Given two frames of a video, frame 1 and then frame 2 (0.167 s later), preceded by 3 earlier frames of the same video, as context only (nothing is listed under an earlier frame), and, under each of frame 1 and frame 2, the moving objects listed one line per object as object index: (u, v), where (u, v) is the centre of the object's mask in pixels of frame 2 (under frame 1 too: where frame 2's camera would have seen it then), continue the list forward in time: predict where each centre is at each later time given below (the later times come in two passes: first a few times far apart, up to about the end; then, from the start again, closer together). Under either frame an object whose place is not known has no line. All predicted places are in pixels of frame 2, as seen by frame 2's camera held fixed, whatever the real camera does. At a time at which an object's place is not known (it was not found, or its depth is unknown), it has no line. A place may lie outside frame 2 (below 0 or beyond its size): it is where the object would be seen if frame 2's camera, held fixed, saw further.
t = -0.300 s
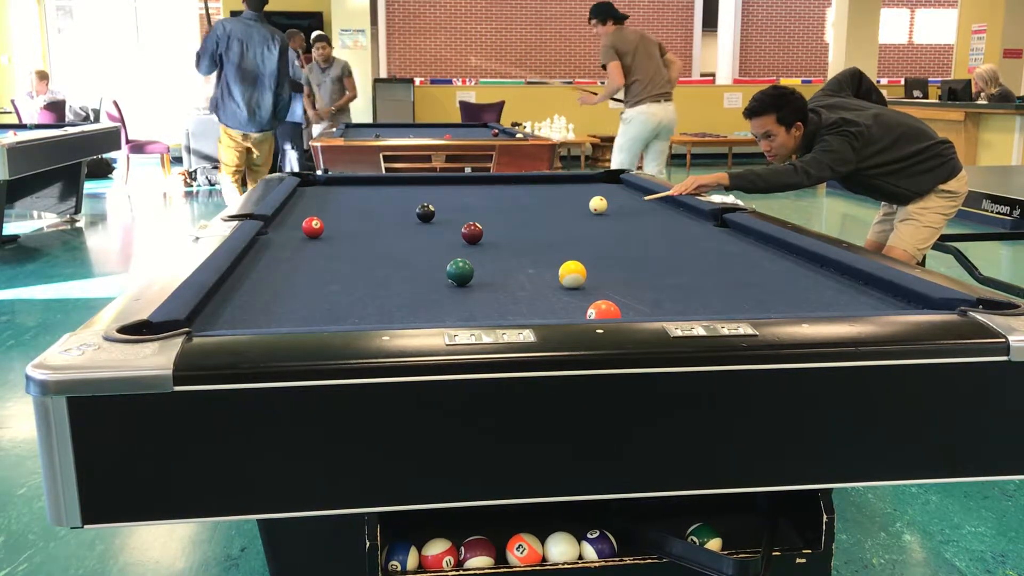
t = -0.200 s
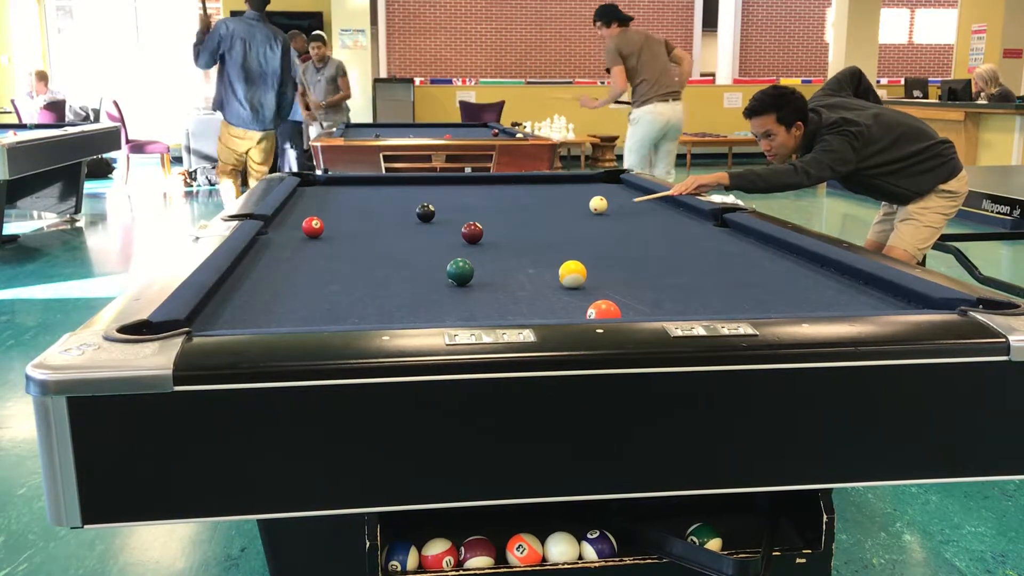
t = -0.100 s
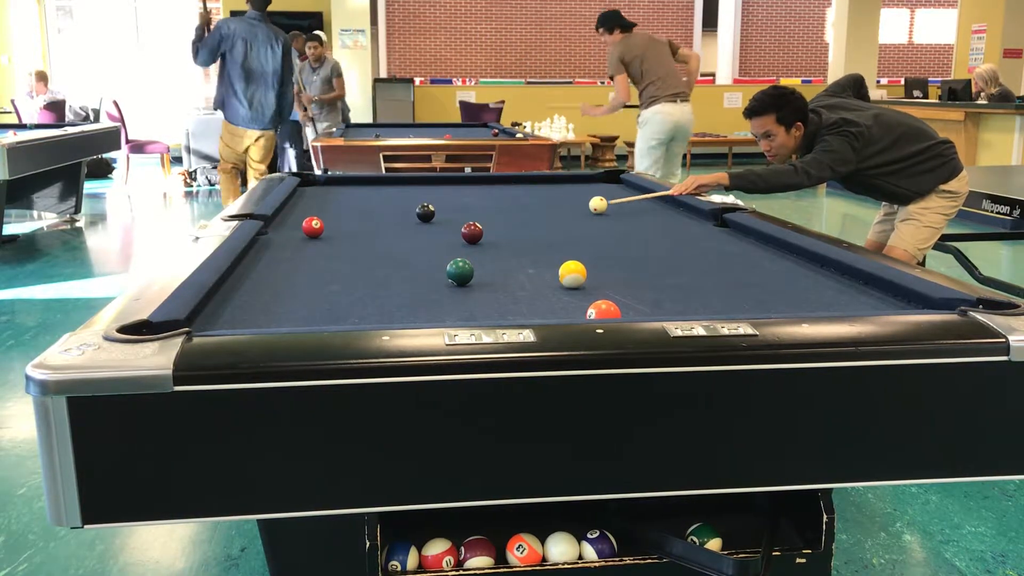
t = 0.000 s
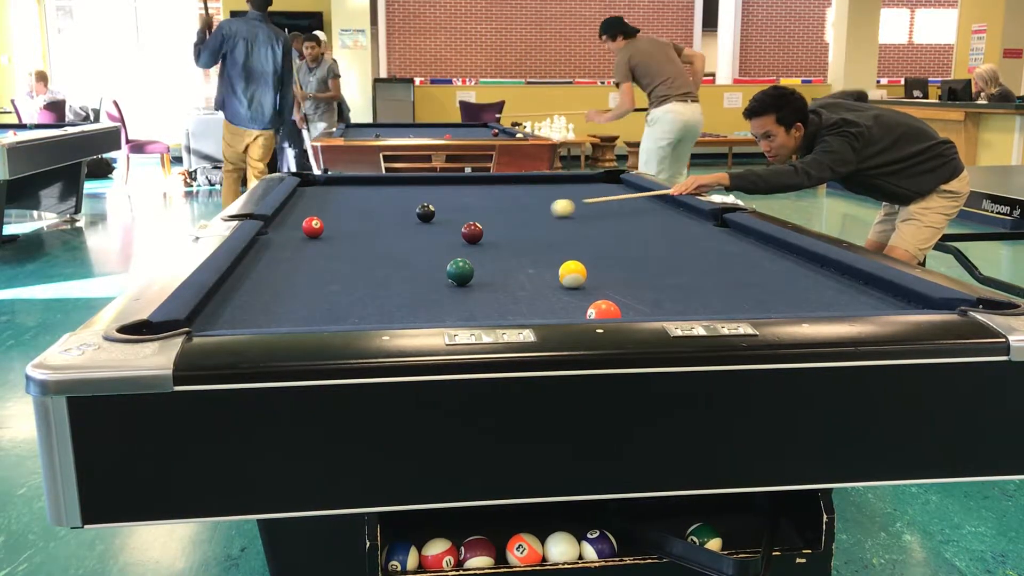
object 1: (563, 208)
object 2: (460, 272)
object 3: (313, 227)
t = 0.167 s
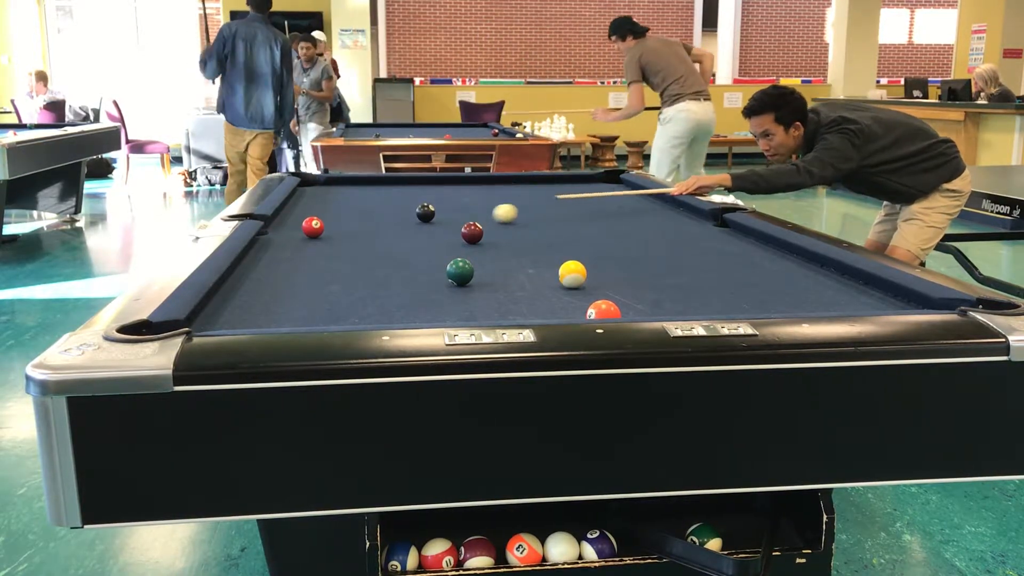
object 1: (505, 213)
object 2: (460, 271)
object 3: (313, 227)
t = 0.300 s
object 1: (457, 217)
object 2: (460, 271)
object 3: (313, 227)
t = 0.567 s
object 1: (352, 226)
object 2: (460, 272)
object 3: (313, 227)
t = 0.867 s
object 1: (273, 239)
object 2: (460, 272)
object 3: (291, 225)
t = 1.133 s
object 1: (310, 247)
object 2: (460, 272)
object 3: (271, 223)
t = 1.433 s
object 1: (354, 255)
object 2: (460, 271)
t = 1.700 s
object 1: (394, 263)
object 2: (460, 272)
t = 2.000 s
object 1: (433, 271)
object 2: (466, 272)
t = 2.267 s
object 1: (437, 276)
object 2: (496, 274)
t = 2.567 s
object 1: (438, 281)
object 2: (527, 277)
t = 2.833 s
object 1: (438, 285)
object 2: (552, 279)
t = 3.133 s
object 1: (437, 289)
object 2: (575, 281)
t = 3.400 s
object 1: (437, 291)
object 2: (593, 282)
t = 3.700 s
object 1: (436, 293)
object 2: (607, 283)
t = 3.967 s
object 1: (434, 293)
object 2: (617, 283)
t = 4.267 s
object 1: (434, 293)
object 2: (622, 284)
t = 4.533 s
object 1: (434, 293)
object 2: (624, 284)
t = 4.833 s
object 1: (434, 293)
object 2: (624, 284)
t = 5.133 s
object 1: (434, 293)
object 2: (624, 284)
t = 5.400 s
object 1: (434, 293)
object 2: (624, 284)
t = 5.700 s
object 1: (434, 293)
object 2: (624, 284)
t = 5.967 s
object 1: (434, 293)
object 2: (624, 284)
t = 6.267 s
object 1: (433, 293)
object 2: (624, 284)
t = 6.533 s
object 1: (434, 293)
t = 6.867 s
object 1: (435, 295)
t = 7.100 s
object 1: (434, 293)
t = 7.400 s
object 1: (434, 293)
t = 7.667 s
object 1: (434, 293)
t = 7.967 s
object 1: (434, 293)
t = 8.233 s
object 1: (434, 293)
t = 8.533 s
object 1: (434, 293)
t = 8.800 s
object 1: (434, 293)
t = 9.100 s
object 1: (434, 293)
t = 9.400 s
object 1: (434, 293)
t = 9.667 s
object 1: (434, 293)
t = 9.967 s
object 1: (434, 293)
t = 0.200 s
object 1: (493, 214)
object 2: (460, 271)
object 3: (313, 227)
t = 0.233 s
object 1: (482, 215)
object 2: (460, 272)
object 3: (313, 227)
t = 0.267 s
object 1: (469, 215)
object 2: (460, 271)
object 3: (313, 227)
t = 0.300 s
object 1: (457, 217)
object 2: (460, 271)
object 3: (313, 227)
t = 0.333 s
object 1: (444, 219)
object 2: (460, 271)
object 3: (313, 227)
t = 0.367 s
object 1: (432, 220)
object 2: (460, 271)
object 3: (313, 227)
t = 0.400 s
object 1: (418, 221)
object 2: (460, 271)
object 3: (313, 227)
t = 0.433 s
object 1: (405, 222)
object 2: (460, 271)
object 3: (313, 227)
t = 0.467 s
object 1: (393, 223)
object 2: (460, 272)
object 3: (313, 227)
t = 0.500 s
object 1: (379, 224)
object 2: (460, 271)
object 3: (313, 227)
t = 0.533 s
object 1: (365, 225)
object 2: (460, 271)
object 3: (313, 227)
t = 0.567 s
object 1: (352, 226)
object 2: (460, 272)
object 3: (313, 227)
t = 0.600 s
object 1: (338, 227)
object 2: (460, 272)
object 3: (313, 227)
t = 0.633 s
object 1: (326, 230)
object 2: (460, 271)
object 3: (308, 226)
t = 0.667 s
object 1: (315, 231)
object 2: (460, 271)
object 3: (304, 222)
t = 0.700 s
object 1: (304, 233)
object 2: (460, 272)
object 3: (305, 220)
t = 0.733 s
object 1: (292, 234)
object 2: (460, 272)
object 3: (304, 223)
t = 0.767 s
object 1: (280, 236)
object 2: (460, 272)
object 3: (300, 225)
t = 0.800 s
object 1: (270, 237)
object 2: (460, 271)
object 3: (296, 225)
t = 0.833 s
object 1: (268, 239)
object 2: (460, 272)
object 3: (293, 225)
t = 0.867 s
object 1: (273, 239)
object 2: (460, 272)
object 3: (291, 225)
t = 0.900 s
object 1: (277, 241)
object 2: (460, 272)
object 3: (288, 224)
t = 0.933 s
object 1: (282, 242)
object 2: (460, 272)
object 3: (285, 223)
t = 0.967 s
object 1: (287, 242)
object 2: (460, 271)
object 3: (283, 223)
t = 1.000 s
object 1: (292, 244)
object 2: (460, 272)
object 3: (280, 223)
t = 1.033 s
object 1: (296, 244)
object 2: (460, 272)
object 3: (277, 223)
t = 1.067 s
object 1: (301, 245)
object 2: (460, 271)
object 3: (275, 223)
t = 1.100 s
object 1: (306, 246)
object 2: (460, 271)
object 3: (273, 223)
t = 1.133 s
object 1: (310, 247)
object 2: (460, 272)
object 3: (271, 223)
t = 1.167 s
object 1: (315, 248)
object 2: (460, 272)
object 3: (269, 222)
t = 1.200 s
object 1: (320, 249)
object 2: (460, 272)
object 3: (267, 222)
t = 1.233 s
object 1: (325, 250)
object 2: (460, 272)
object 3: (265, 222)
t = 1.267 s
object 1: (330, 251)
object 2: (460, 272)
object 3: (264, 224)
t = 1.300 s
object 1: (334, 252)
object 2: (460, 272)
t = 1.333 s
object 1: (339, 253)
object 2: (460, 272)
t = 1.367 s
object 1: (344, 253)
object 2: (460, 272)
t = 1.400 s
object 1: (349, 254)
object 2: (460, 272)
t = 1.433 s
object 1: (354, 255)
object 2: (460, 271)
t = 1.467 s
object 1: (359, 256)
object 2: (460, 271)
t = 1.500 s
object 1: (364, 257)
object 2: (460, 272)
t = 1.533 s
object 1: (369, 258)
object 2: (460, 271)
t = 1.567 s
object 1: (374, 259)
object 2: (460, 272)
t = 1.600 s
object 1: (379, 260)
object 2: (460, 272)
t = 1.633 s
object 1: (384, 261)
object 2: (460, 272)
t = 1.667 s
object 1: (389, 262)
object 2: (460, 272)
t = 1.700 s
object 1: (394, 263)
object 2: (460, 272)
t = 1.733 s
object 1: (399, 264)
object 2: (460, 272)
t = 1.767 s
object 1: (404, 265)
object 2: (460, 272)
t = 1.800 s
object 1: (409, 266)
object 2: (460, 272)
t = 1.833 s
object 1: (415, 267)
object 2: (460, 272)
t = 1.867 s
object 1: (420, 268)
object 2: (460, 272)
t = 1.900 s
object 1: (425, 269)
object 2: (460, 272)
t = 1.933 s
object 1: (429, 269)
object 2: (460, 272)
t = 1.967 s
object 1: (433, 271)
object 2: (462, 271)
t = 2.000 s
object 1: (433, 271)
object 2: (466, 272)
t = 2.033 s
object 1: (433, 272)
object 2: (470, 272)
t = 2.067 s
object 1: (434, 272)
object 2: (474, 273)
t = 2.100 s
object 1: (435, 273)
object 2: (477, 273)
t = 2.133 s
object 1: (435, 274)
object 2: (481, 273)
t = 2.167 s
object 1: (435, 274)
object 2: (485, 274)
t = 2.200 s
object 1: (436, 275)
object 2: (489, 274)
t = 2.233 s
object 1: (436, 276)
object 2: (492, 274)
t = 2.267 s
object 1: (437, 276)
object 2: (496, 274)
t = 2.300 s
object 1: (437, 277)
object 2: (500, 275)
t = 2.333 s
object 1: (437, 277)
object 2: (503, 275)
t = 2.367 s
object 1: (437, 278)
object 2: (507, 275)
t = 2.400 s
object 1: (438, 279)
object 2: (510, 276)
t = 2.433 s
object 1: (438, 279)
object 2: (514, 276)
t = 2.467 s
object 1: (438, 279)
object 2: (518, 276)
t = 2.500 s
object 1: (438, 280)
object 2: (521, 276)
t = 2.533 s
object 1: (438, 281)
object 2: (524, 276)
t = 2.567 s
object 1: (438, 281)
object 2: (527, 277)
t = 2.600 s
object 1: (438, 282)
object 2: (531, 277)
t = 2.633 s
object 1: (438, 282)
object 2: (534, 277)
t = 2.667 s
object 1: (438, 283)
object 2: (537, 277)
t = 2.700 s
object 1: (438, 283)
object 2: (540, 278)
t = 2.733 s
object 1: (438, 284)
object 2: (543, 278)
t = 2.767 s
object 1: (438, 284)
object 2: (546, 278)
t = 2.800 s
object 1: (438, 285)
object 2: (548, 279)
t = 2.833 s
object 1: (438, 285)
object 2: (552, 279)
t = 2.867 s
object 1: (438, 285)
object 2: (554, 279)
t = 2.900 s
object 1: (438, 286)
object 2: (557, 280)
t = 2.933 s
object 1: (438, 286)
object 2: (560, 280)
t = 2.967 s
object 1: (438, 287)
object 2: (562, 280)
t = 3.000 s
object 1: (438, 287)
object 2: (565, 280)
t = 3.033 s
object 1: (438, 288)
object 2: (568, 280)
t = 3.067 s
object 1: (438, 288)
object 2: (570, 280)
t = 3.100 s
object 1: (438, 288)
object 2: (573, 281)
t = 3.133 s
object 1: (437, 289)
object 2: (575, 281)
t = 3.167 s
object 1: (437, 289)
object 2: (577, 281)
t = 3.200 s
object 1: (437, 289)
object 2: (580, 281)
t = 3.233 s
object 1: (437, 290)
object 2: (582, 282)
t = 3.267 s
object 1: (437, 290)
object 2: (585, 282)
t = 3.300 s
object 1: (437, 290)
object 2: (587, 282)
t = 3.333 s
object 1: (437, 291)
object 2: (589, 282)
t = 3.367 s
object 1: (437, 291)
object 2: (591, 282)
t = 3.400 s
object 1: (437, 291)
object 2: (593, 282)
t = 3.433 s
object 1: (437, 291)
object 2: (594, 282)
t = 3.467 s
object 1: (436, 292)
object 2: (596, 282)
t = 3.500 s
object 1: (436, 292)
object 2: (598, 282)
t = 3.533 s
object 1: (436, 292)
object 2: (600, 282)
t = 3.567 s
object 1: (436, 292)
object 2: (601, 282)
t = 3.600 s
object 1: (437, 292)
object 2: (603, 282)
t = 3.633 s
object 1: (436, 293)
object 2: (604, 282)
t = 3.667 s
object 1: (436, 293)
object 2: (606, 282)
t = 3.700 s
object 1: (436, 293)
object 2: (607, 283)
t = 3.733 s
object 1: (436, 293)
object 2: (609, 283)
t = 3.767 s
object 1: (436, 293)
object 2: (610, 283)
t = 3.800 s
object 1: (435, 293)
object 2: (612, 283)
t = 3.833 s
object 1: (435, 293)
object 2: (613, 283)
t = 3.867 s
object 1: (435, 293)
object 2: (614, 283)
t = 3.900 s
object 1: (434, 293)
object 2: (615, 283)
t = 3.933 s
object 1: (434, 293)
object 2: (616, 283)
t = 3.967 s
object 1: (434, 293)
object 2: (617, 283)
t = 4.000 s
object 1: (434, 293)
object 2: (618, 283)
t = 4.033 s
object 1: (433, 293)
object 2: (619, 283)
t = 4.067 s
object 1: (433, 293)
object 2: (619, 283)
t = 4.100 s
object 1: (433, 293)
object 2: (620, 284)
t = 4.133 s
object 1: (433, 293)
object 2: (621, 283)
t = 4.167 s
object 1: (433, 293)
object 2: (621, 284)
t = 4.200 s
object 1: (434, 293)
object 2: (622, 283)
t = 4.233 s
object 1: (434, 293)
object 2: (622, 284)
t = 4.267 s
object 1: (434, 293)
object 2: (622, 284)
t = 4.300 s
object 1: (434, 293)
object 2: (623, 284)
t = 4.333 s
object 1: (434, 293)
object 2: (623, 284)
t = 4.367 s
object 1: (434, 293)
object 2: (624, 284)
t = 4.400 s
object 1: (434, 293)
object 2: (624, 284)
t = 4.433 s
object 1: (434, 293)
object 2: (624, 284)
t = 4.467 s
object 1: (434, 293)
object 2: (624, 284)
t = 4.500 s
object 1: (434, 293)
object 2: (624, 284)
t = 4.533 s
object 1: (434, 293)
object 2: (624, 284)
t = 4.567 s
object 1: (434, 293)
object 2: (624, 284)
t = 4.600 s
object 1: (434, 293)
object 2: (624, 284)
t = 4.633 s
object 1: (434, 293)
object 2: (624, 284)
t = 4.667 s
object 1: (434, 293)
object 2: (624, 284)
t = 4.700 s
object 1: (434, 293)
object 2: (624, 284)
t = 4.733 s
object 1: (434, 293)
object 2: (624, 284)
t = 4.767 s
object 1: (434, 293)
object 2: (624, 284)
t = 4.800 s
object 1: (434, 293)
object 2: (624, 284)
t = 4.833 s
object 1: (434, 293)
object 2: (624, 284)
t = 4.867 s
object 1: (434, 293)
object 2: (624, 284)
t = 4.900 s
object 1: (434, 293)
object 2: (624, 284)
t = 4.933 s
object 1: (434, 293)
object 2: (624, 284)
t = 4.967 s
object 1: (434, 293)
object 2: (624, 284)
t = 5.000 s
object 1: (434, 293)
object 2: (624, 284)
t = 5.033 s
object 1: (434, 293)
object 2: (624, 284)
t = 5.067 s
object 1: (434, 293)
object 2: (624, 284)
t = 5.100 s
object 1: (434, 293)
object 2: (624, 284)
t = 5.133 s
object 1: (434, 293)
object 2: (624, 284)
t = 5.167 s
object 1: (434, 293)
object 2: (624, 284)
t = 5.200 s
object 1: (434, 293)
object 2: (624, 284)
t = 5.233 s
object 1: (434, 293)
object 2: (624, 284)
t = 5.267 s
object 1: (434, 293)
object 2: (624, 284)
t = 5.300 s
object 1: (434, 293)
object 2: (624, 284)
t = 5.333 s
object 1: (434, 293)
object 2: (624, 284)
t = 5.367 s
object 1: (434, 293)
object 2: (624, 284)
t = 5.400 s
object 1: (434, 293)
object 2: (624, 284)
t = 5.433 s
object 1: (434, 293)
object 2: (624, 284)
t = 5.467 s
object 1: (434, 293)
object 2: (624, 284)
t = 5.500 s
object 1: (434, 293)
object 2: (624, 284)
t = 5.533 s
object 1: (434, 293)
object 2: (624, 284)
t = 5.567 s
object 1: (434, 293)
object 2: (624, 284)
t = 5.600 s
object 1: (434, 293)
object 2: (624, 284)
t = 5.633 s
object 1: (434, 293)
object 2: (624, 284)
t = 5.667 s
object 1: (434, 293)
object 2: (624, 284)
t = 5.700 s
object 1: (434, 293)
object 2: (624, 284)
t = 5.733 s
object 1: (434, 293)
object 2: (624, 284)
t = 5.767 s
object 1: (434, 293)
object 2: (624, 284)
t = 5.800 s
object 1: (434, 293)
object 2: (624, 284)
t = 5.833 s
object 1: (434, 293)
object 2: (624, 284)
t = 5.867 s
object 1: (434, 293)
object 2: (624, 284)
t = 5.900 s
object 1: (434, 293)
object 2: (624, 284)
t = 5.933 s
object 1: (434, 293)
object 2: (624, 284)
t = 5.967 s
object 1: (434, 293)
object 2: (624, 284)
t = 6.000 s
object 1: (434, 293)
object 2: (624, 284)
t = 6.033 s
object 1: (434, 293)
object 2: (624, 284)
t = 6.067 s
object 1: (434, 293)
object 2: (624, 284)
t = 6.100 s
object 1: (434, 293)
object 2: (624, 284)
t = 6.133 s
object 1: (434, 293)
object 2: (624, 284)
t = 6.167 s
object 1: (434, 293)
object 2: (624, 284)
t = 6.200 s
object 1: (434, 293)
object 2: (624, 284)
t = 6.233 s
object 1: (433, 293)
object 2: (624, 284)
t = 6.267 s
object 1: (433, 293)
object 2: (624, 284)
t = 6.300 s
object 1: (433, 293)
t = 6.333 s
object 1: (433, 293)
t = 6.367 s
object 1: (433, 293)
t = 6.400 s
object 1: (433, 293)
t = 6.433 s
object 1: (433, 293)
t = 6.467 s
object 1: (434, 293)
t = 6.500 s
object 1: (434, 293)
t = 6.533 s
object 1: (434, 293)
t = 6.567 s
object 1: (433, 293)
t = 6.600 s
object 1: (433, 293)
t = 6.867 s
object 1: (435, 295)
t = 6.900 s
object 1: (434, 293)
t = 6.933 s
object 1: (434, 293)
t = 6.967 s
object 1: (434, 293)
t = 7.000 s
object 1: (434, 293)
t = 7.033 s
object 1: (434, 293)
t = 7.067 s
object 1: (434, 293)
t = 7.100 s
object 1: (434, 293)
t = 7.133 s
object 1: (434, 293)
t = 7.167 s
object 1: (434, 293)
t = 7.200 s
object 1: (434, 293)
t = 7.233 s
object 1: (434, 293)
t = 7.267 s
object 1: (434, 293)
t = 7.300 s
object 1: (434, 293)
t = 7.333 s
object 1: (434, 293)
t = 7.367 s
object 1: (434, 293)
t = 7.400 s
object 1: (434, 293)
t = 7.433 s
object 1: (434, 293)
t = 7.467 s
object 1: (434, 293)
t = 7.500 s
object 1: (434, 293)
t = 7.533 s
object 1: (434, 293)
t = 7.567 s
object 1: (434, 293)
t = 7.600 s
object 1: (434, 293)
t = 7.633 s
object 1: (434, 293)
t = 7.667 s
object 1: (434, 293)
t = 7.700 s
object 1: (434, 293)
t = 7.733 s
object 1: (434, 293)
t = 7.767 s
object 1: (434, 293)
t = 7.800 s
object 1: (434, 293)
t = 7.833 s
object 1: (434, 293)
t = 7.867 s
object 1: (434, 293)
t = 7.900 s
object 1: (434, 293)
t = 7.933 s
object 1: (434, 293)
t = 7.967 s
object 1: (434, 293)
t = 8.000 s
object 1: (434, 293)
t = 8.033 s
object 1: (434, 293)
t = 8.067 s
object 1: (434, 293)
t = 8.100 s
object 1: (434, 293)
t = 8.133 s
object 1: (434, 293)
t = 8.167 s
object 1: (434, 293)
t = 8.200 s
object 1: (434, 293)
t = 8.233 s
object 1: (434, 293)
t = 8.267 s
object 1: (434, 293)
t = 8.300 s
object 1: (434, 293)
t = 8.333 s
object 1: (434, 293)
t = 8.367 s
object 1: (434, 293)
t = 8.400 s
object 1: (434, 293)
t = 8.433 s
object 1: (433, 293)
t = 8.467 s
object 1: (434, 293)
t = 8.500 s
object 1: (434, 293)
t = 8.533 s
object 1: (434, 293)
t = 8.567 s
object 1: (434, 293)
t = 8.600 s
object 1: (434, 293)
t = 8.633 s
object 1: (434, 293)
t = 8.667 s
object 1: (434, 293)
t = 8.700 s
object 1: (434, 293)
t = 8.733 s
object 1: (434, 293)
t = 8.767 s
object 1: (434, 293)
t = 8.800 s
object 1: (434, 293)
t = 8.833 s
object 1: (434, 293)
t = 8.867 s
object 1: (434, 293)
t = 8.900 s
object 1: (434, 293)
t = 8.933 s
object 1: (434, 293)
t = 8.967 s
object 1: (434, 293)
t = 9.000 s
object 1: (434, 293)
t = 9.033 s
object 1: (434, 293)
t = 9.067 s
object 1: (434, 293)
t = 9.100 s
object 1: (434, 293)
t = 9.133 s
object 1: (434, 293)
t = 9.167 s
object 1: (434, 293)
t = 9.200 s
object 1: (434, 293)
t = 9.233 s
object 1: (434, 293)
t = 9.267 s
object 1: (434, 293)
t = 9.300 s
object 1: (434, 293)
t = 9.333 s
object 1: (434, 293)
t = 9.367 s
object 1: (434, 293)
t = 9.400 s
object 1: (434, 293)
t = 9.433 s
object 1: (434, 293)
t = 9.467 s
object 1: (434, 293)
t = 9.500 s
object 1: (434, 293)
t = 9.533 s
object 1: (434, 293)
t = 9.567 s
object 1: (434, 293)
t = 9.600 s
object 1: (434, 293)
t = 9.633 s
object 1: (434, 293)
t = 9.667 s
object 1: (434, 293)
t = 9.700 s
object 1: (434, 293)
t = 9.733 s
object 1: (434, 293)
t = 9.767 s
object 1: (434, 293)
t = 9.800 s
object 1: (434, 293)
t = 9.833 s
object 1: (434, 293)
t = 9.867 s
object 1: (434, 293)
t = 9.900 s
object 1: (434, 293)
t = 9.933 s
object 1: (434, 293)
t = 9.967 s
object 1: (434, 293)
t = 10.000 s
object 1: (434, 293)
